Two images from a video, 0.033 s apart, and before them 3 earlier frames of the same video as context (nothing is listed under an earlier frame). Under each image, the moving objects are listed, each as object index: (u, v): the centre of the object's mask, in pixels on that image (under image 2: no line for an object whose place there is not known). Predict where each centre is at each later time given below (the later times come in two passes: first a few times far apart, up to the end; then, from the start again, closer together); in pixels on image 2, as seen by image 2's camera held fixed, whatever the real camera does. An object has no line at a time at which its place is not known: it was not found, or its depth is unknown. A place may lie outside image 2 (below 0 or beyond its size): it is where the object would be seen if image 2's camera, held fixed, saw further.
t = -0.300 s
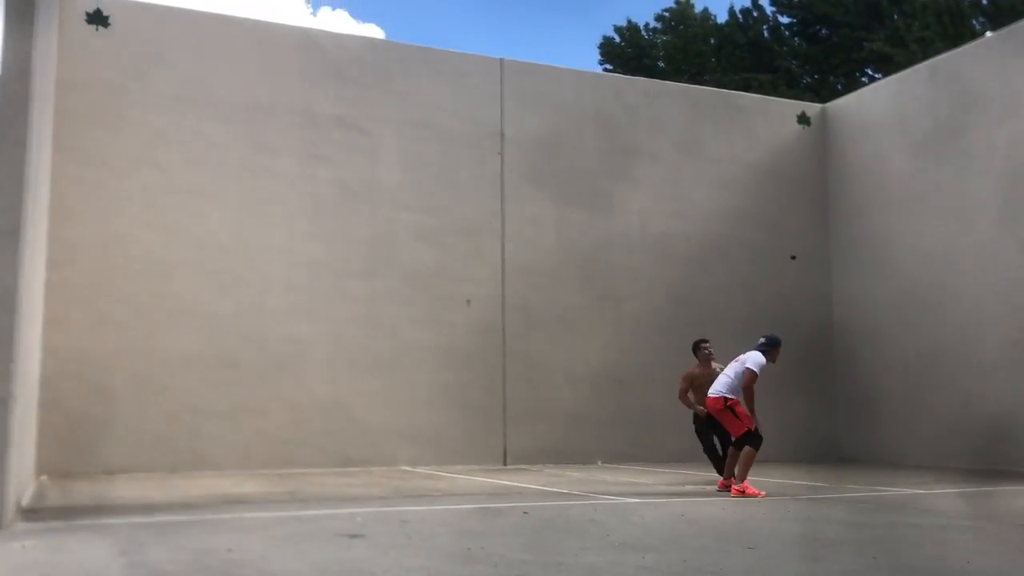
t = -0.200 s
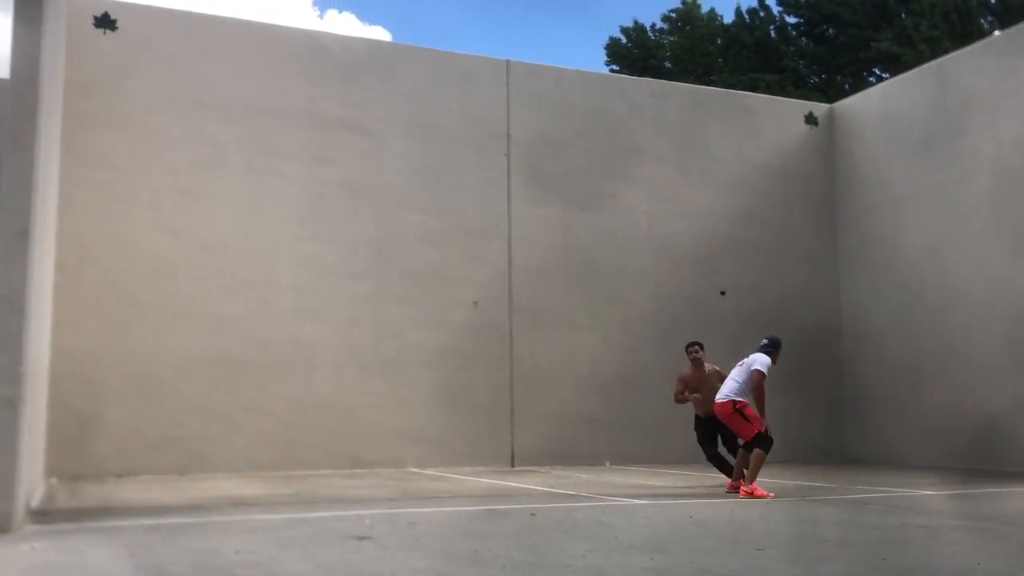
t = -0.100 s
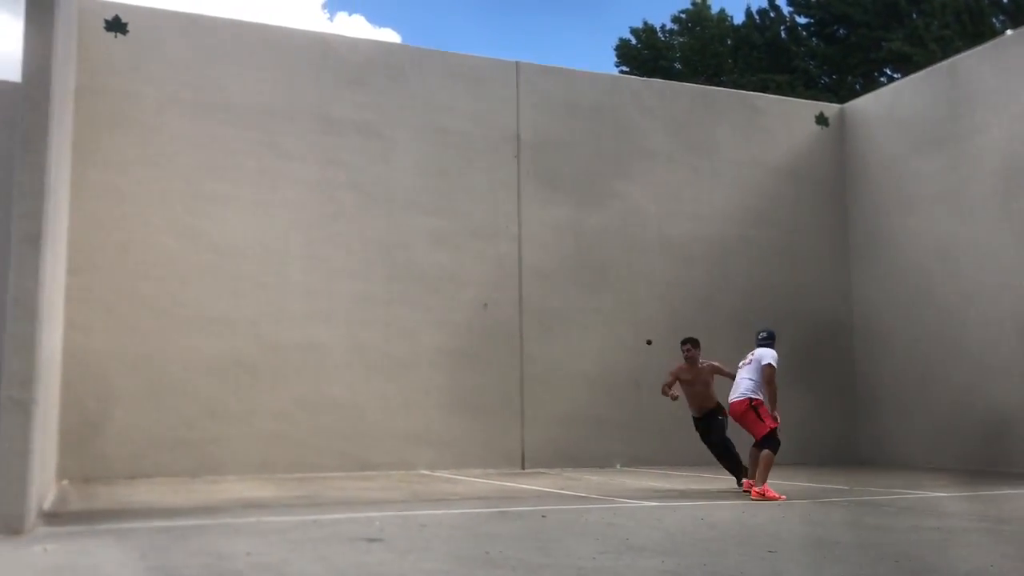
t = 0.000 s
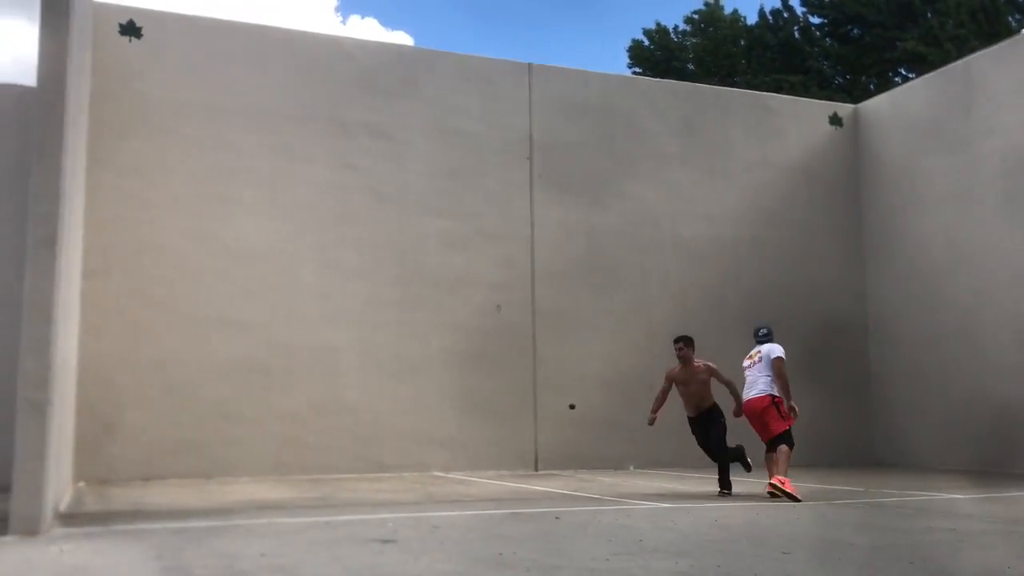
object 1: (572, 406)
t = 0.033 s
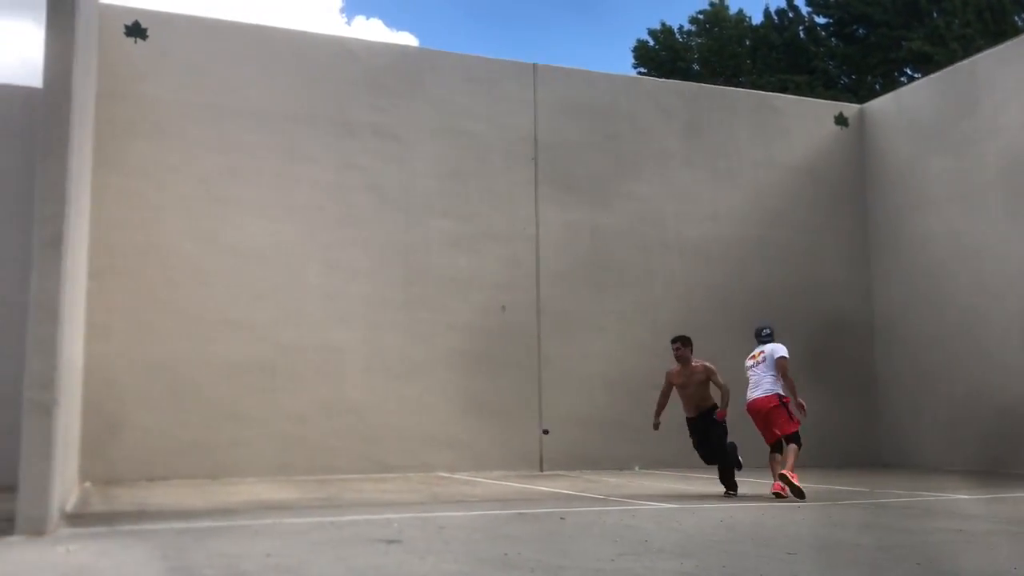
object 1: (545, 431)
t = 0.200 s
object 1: (412, 447)
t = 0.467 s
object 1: (248, 309)
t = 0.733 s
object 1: (86, 254)
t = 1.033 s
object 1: (265, 276)
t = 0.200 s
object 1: (412, 447)
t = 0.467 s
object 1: (248, 309)
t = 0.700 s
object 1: (87, 258)
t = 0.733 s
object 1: (86, 254)
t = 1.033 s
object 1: (265, 276)
